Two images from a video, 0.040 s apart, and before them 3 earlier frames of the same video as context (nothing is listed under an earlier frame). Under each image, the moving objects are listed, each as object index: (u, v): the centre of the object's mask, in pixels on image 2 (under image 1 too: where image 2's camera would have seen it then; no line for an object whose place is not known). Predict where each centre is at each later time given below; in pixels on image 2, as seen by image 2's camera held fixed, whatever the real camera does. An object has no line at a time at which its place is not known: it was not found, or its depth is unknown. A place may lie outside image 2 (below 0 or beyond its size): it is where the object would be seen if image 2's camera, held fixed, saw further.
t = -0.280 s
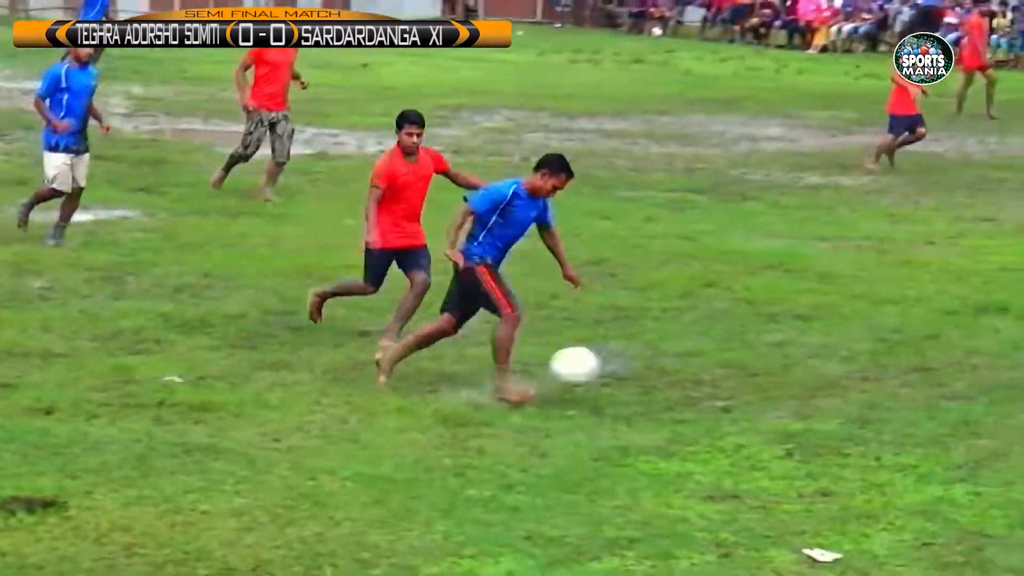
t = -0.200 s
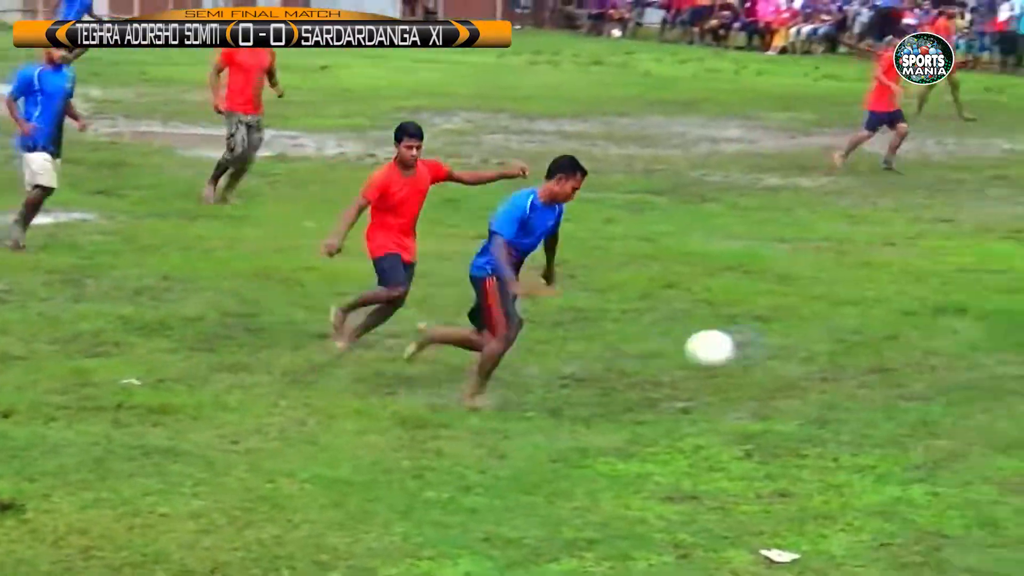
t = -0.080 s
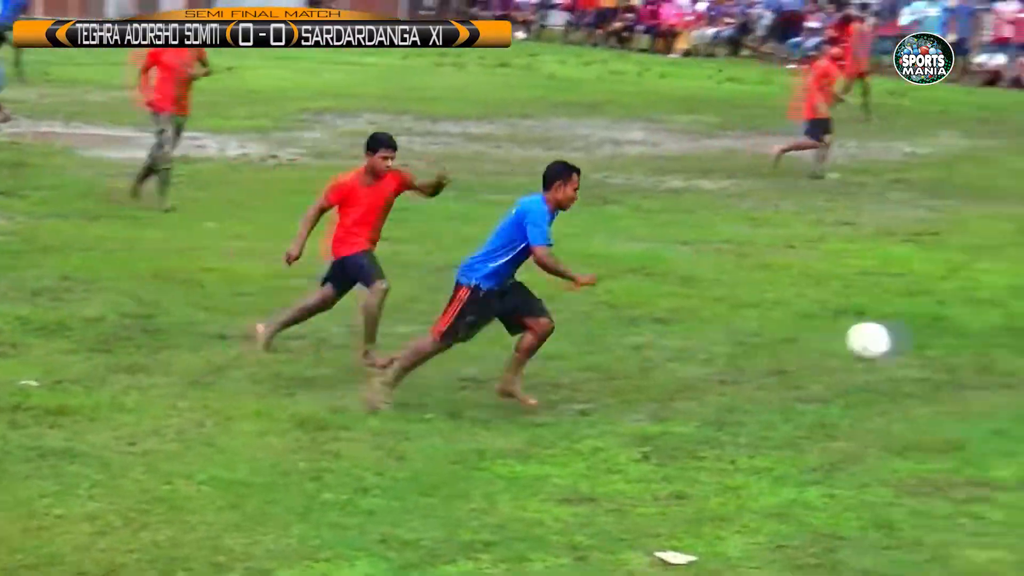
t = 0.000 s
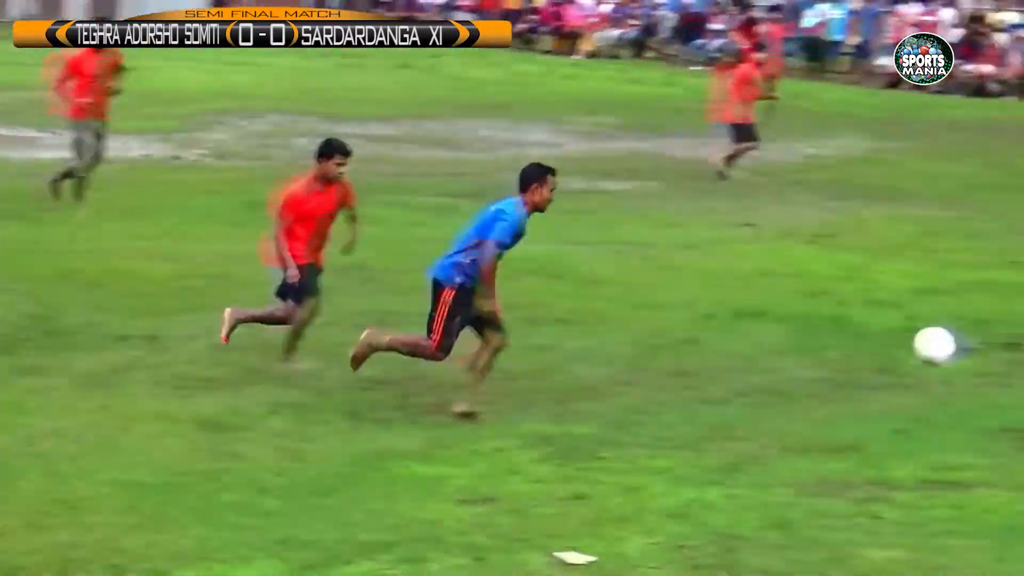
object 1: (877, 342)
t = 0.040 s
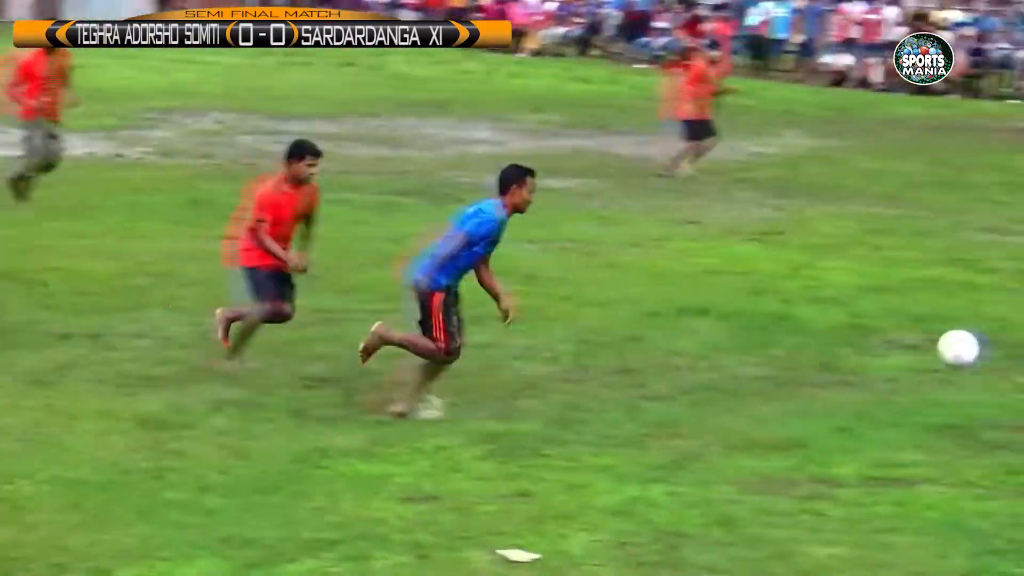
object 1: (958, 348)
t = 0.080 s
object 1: (1040, 356)
